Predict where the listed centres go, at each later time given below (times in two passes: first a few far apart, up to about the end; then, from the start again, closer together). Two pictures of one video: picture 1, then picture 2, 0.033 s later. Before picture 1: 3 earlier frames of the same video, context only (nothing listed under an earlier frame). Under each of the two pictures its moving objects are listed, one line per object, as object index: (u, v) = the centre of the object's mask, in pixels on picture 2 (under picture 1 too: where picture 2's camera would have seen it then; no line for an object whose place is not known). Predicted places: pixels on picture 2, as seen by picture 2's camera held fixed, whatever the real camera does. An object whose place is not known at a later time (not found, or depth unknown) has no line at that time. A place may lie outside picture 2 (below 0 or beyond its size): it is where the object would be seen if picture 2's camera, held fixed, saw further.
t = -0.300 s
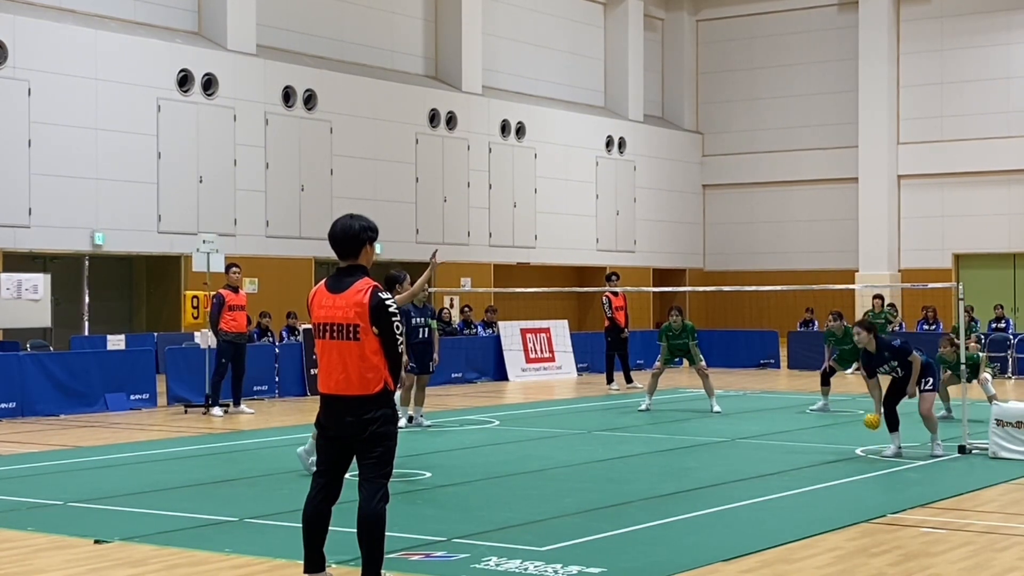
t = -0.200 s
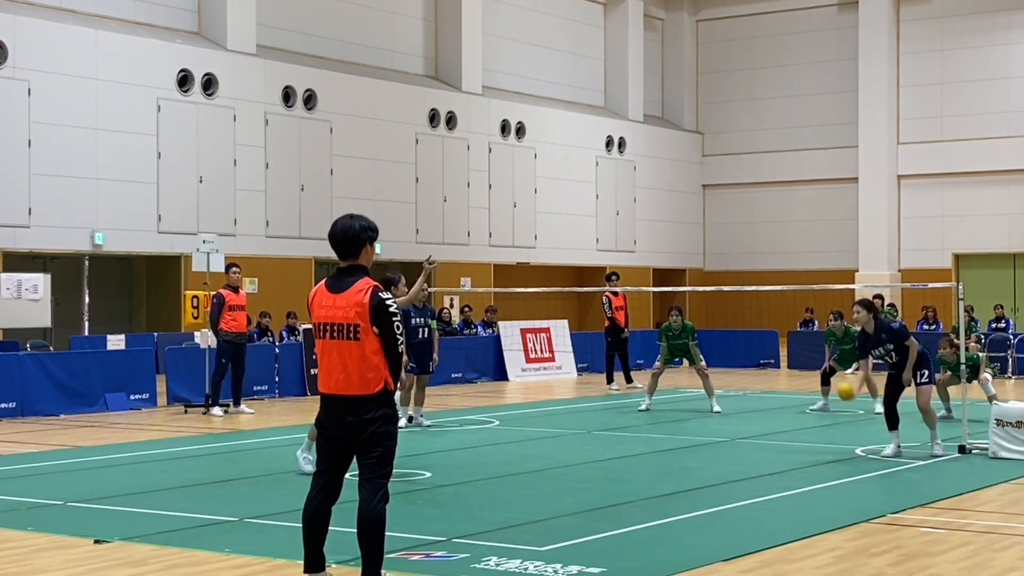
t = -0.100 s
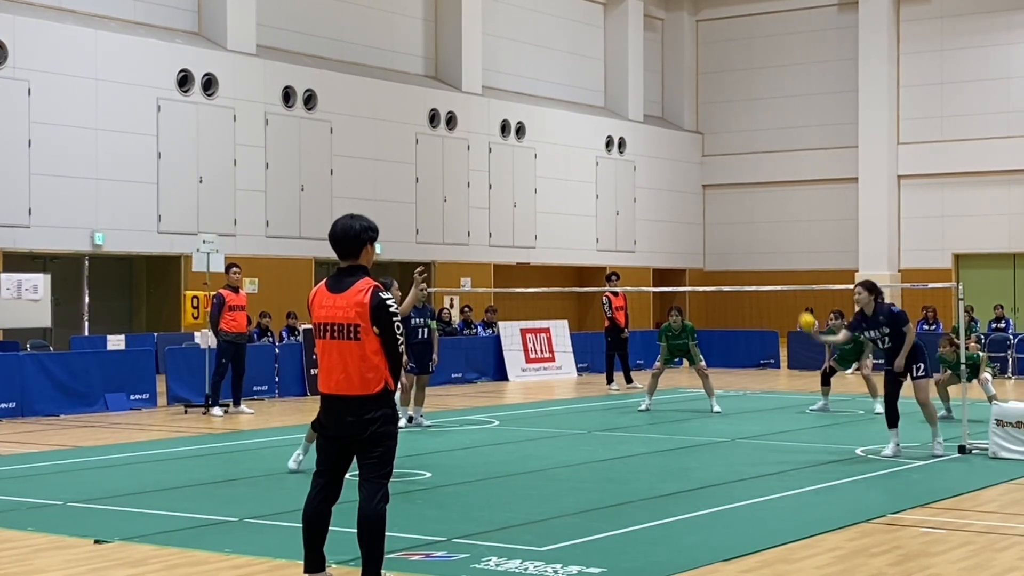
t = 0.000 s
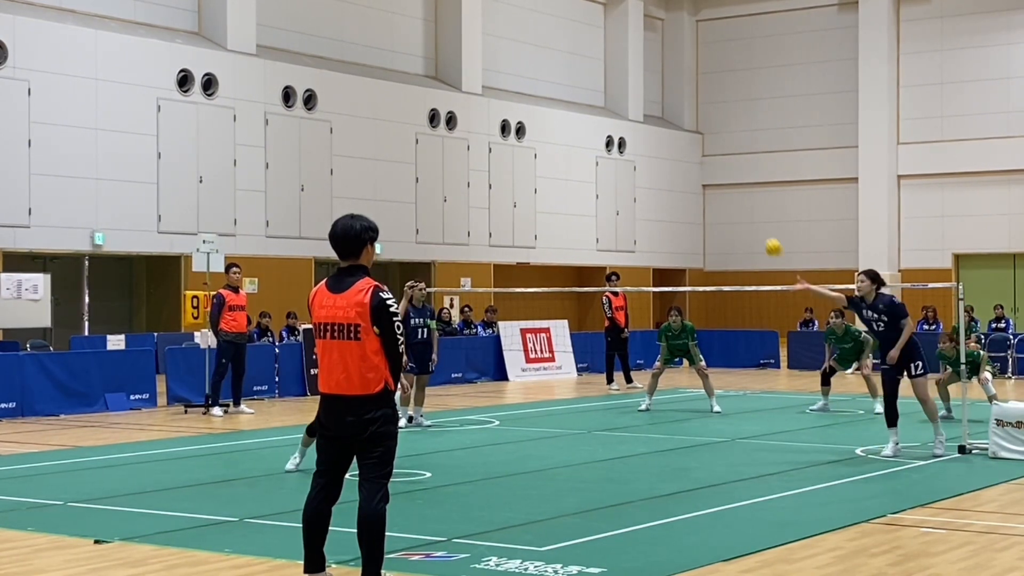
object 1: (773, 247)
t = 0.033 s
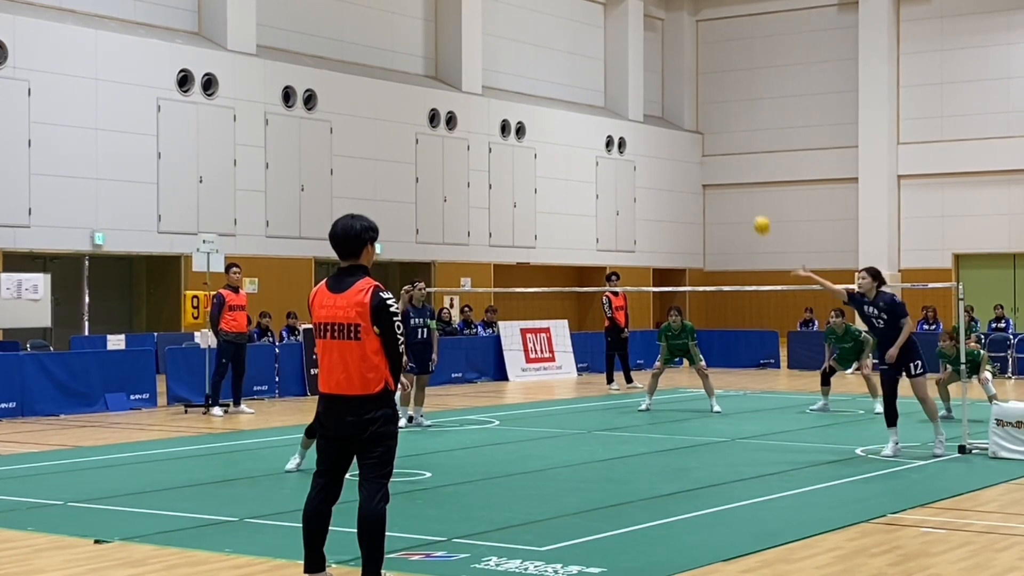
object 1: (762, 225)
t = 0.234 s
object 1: (695, 120)
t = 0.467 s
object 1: (616, 57)
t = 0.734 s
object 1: (524, 66)
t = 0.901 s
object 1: (466, 117)
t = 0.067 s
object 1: (751, 204)
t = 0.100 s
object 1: (740, 185)
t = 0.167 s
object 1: (717, 150)
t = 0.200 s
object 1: (705, 134)
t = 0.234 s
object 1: (695, 120)
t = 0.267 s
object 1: (683, 107)
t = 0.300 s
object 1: (672, 95)
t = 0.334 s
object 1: (661, 85)
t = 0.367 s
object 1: (650, 76)
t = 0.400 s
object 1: (639, 68)
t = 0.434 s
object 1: (627, 62)
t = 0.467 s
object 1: (616, 57)
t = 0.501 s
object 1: (604, 53)
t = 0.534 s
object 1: (593, 51)
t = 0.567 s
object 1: (581, 50)
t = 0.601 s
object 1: (570, 50)
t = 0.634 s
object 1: (559, 52)
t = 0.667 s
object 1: (547, 55)
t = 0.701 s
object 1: (535, 60)
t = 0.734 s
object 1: (524, 66)
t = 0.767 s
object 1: (512, 73)
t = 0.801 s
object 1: (501, 82)
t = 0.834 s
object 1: (489, 92)
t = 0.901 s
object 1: (466, 117)
